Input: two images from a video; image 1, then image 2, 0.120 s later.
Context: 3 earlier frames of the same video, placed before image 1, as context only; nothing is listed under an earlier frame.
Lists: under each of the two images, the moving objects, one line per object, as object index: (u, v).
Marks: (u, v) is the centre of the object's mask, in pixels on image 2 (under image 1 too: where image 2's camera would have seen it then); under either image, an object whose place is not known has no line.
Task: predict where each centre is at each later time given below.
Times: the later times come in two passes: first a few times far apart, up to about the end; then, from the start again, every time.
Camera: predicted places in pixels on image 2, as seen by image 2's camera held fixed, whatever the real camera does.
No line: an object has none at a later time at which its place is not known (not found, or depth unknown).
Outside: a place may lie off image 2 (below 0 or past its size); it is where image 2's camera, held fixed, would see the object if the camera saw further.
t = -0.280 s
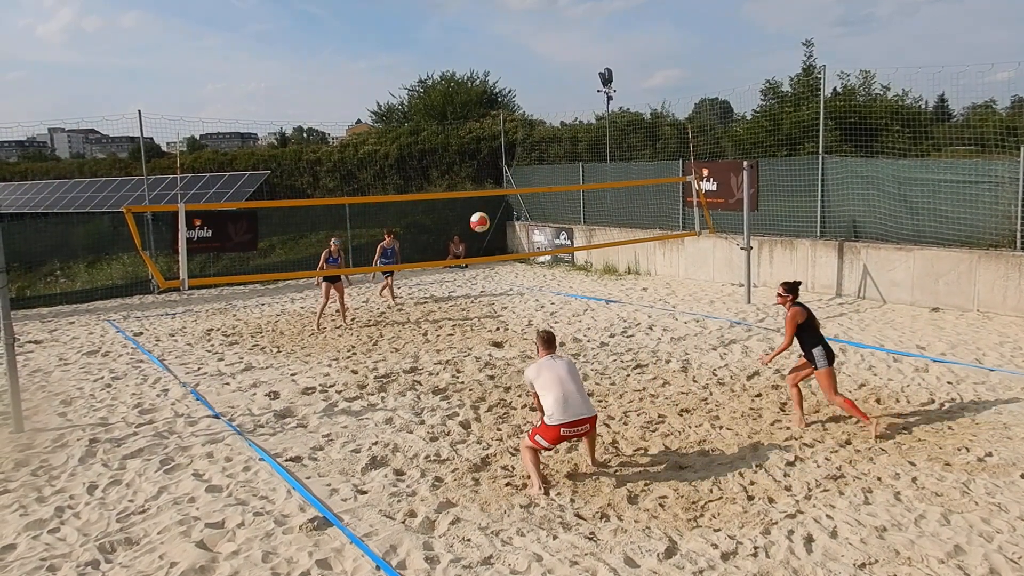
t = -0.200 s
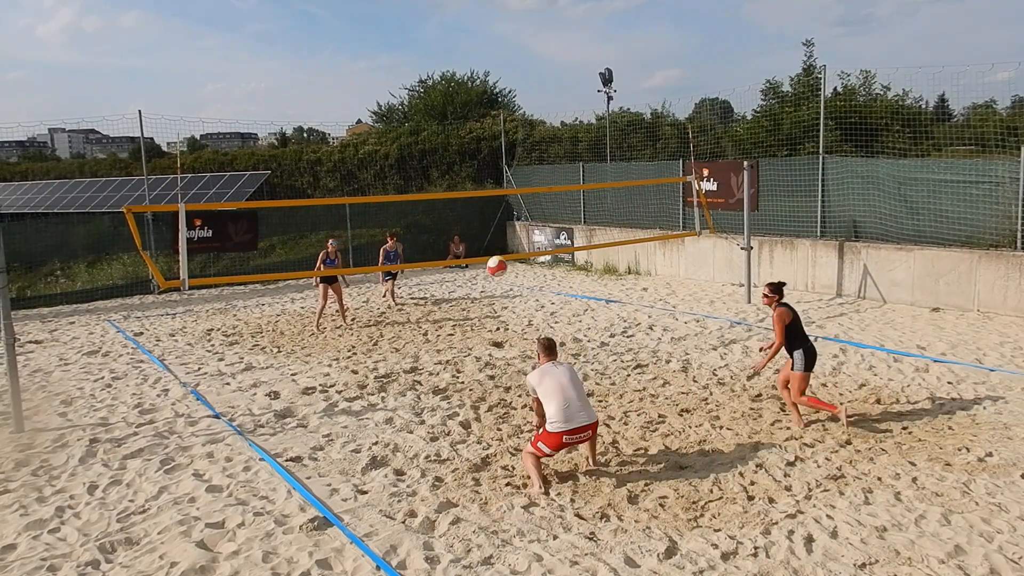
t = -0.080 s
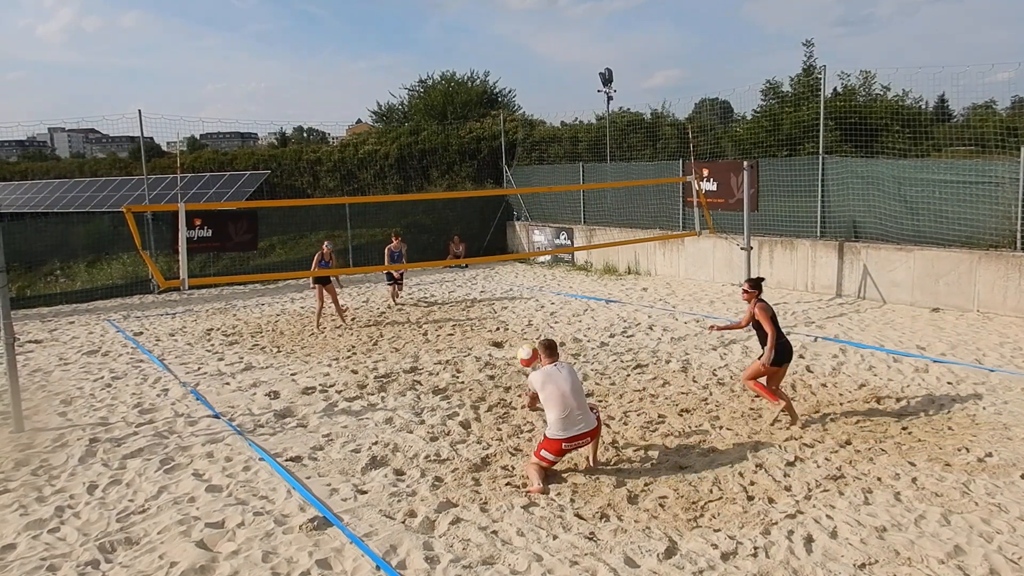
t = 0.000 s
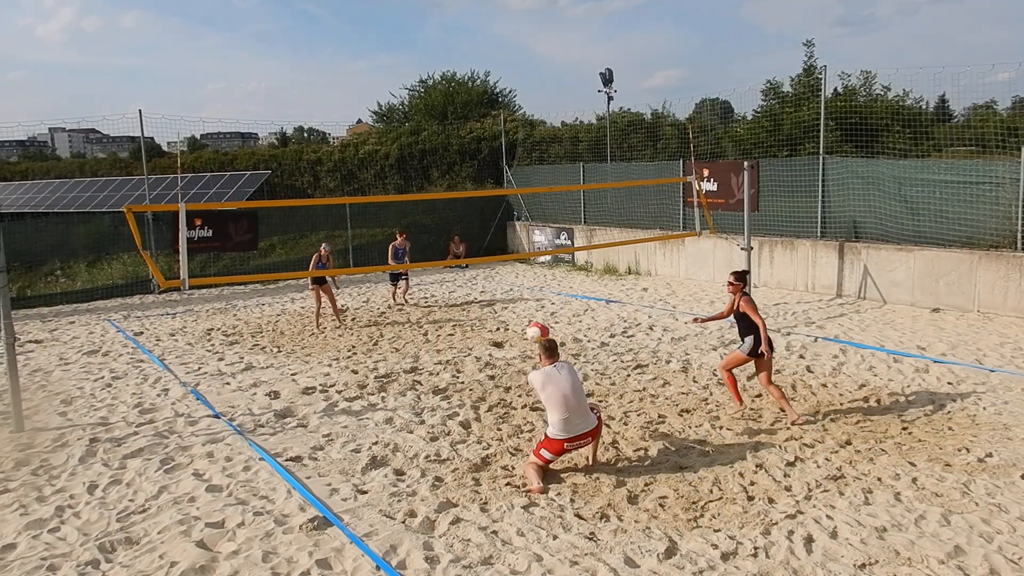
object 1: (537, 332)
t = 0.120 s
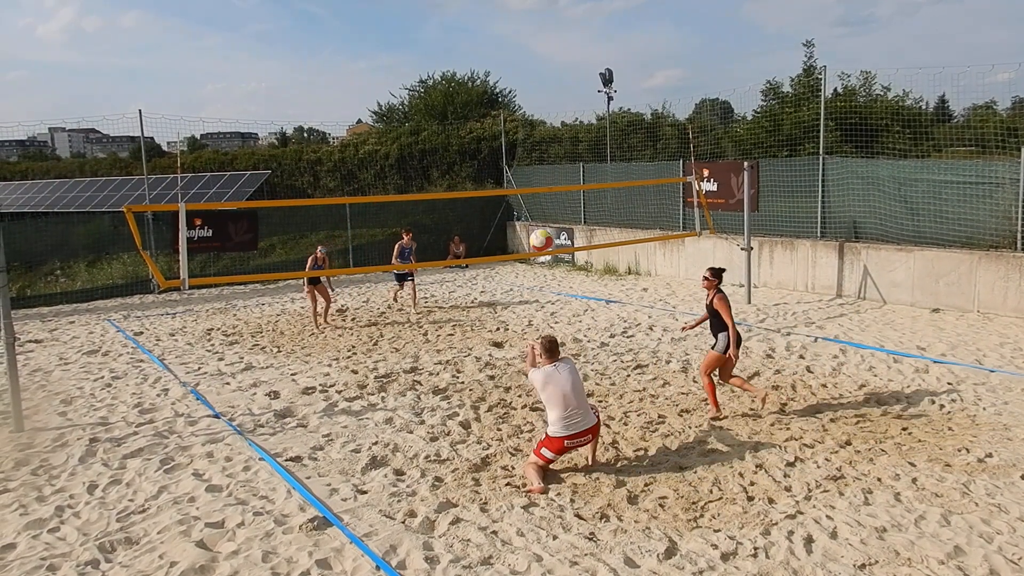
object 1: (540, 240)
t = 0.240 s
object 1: (544, 164)
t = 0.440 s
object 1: (550, 69)
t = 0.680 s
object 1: (558, 12)
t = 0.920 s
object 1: (566, 17)
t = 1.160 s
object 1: (575, 79)
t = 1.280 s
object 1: (578, 130)
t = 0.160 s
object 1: (542, 212)
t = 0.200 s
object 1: (543, 188)
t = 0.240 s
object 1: (544, 164)
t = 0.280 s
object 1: (546, 141)
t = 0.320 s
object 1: (547, 120)
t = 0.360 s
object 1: (548, 102)
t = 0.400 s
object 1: (549, 85)
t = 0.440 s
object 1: (550, 69)
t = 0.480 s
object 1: (552, 55)
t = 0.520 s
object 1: (553, 43)
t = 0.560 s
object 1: (554, 33)
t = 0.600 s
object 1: (555, 24)
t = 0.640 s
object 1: (557, 17)
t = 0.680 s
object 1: (558, 12)
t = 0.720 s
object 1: (559, 10)
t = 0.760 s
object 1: (561, 8)
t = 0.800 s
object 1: (562, 8)
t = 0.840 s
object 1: (564, 9)
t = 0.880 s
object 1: (565, 12)
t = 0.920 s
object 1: (566, 17)
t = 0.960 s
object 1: (568, 23)
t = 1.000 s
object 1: (569, 32)
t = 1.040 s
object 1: (570, 41)
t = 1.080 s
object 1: (572, 52)
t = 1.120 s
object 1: (573, 65)
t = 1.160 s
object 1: (575, 79)
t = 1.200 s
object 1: (576, 95)
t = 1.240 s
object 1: (577, 112)
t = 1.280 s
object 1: (578, 130)
